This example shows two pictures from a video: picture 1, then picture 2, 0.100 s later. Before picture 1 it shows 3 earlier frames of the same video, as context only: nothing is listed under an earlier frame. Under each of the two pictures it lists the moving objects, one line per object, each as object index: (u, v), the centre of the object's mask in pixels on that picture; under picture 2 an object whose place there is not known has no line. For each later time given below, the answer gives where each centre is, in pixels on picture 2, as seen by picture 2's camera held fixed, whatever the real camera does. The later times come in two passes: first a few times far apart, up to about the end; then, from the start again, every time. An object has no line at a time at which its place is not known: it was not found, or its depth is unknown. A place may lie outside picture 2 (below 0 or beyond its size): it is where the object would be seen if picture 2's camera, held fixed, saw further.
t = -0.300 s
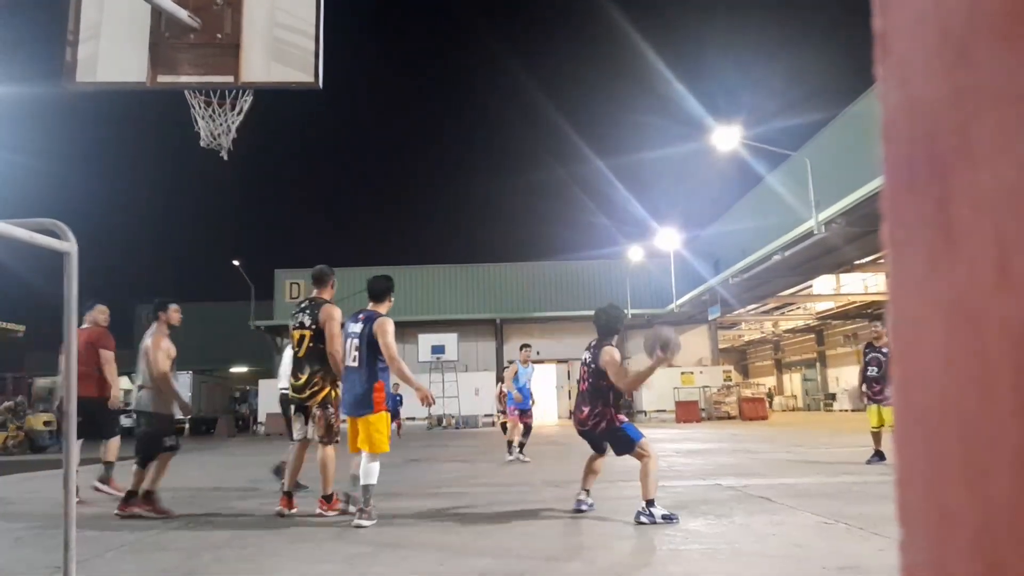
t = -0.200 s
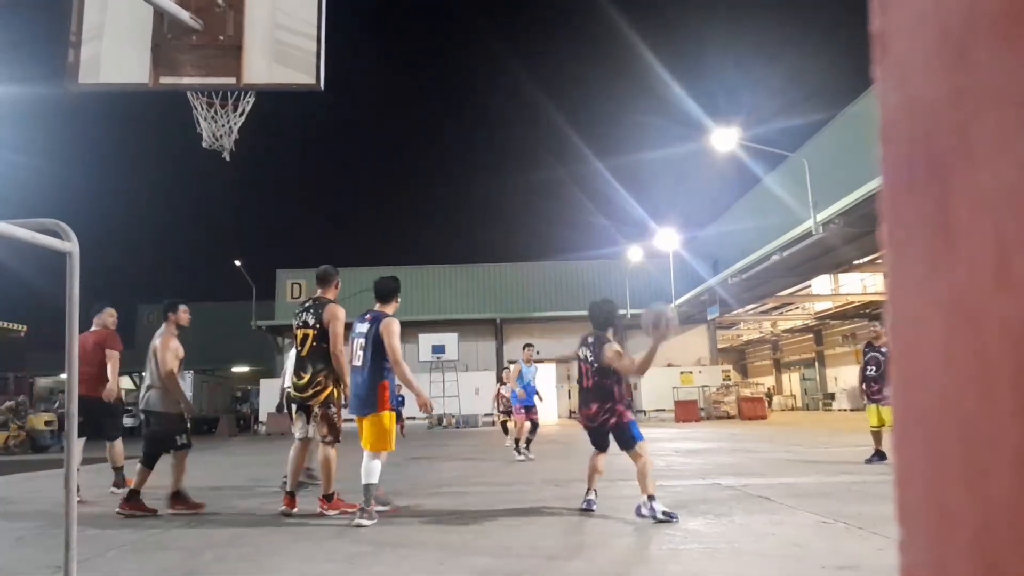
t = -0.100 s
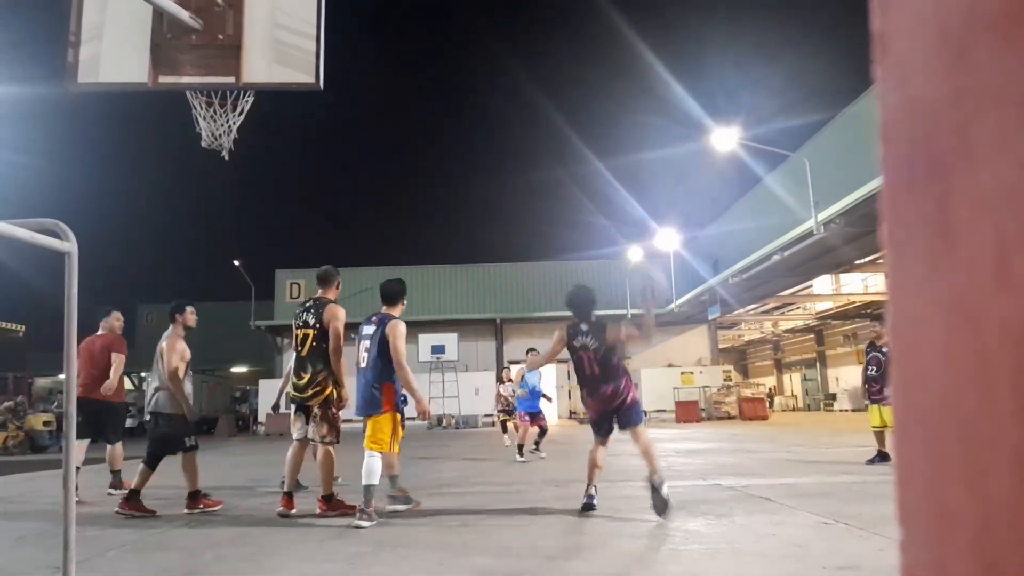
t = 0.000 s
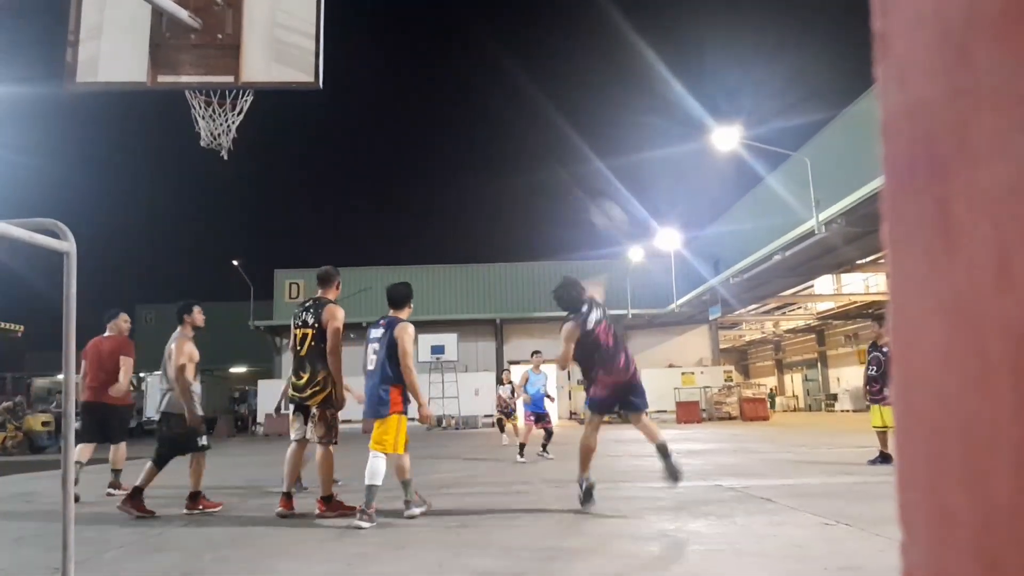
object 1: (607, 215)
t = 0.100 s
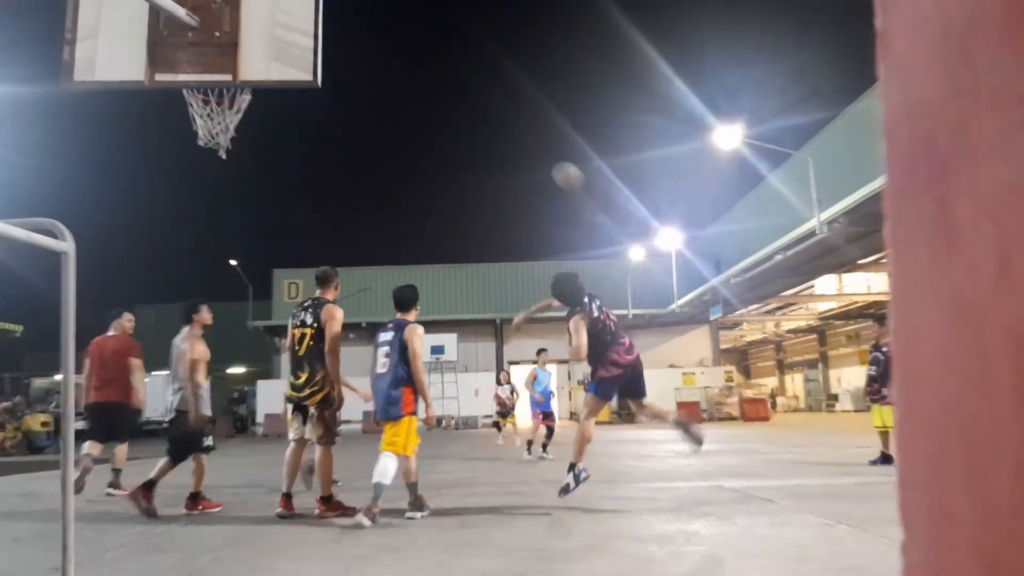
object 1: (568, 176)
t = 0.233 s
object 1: (529, 148)
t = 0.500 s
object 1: (484, 138)
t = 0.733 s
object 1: (458, 155)
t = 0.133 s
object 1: (556, 167)
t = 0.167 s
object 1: (546, 159)
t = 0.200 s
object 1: (537, 153)
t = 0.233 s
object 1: (529, 148)
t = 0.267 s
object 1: (522, 144)
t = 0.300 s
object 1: (515, 141)
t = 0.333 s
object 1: (508, 139)
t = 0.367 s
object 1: (503, 137)
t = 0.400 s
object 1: (497, 137)
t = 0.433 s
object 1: (492, 137)
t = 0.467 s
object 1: (488, 137)
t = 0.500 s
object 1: (484, 138)
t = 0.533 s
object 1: (480, 140)
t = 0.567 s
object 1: (476, 142)
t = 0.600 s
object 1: (472, 144)
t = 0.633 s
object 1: (468, 146)
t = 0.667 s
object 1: (464, 148)
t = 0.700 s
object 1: (461, 152)
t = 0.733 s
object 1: (458, 155)
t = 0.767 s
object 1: (455, 158)
